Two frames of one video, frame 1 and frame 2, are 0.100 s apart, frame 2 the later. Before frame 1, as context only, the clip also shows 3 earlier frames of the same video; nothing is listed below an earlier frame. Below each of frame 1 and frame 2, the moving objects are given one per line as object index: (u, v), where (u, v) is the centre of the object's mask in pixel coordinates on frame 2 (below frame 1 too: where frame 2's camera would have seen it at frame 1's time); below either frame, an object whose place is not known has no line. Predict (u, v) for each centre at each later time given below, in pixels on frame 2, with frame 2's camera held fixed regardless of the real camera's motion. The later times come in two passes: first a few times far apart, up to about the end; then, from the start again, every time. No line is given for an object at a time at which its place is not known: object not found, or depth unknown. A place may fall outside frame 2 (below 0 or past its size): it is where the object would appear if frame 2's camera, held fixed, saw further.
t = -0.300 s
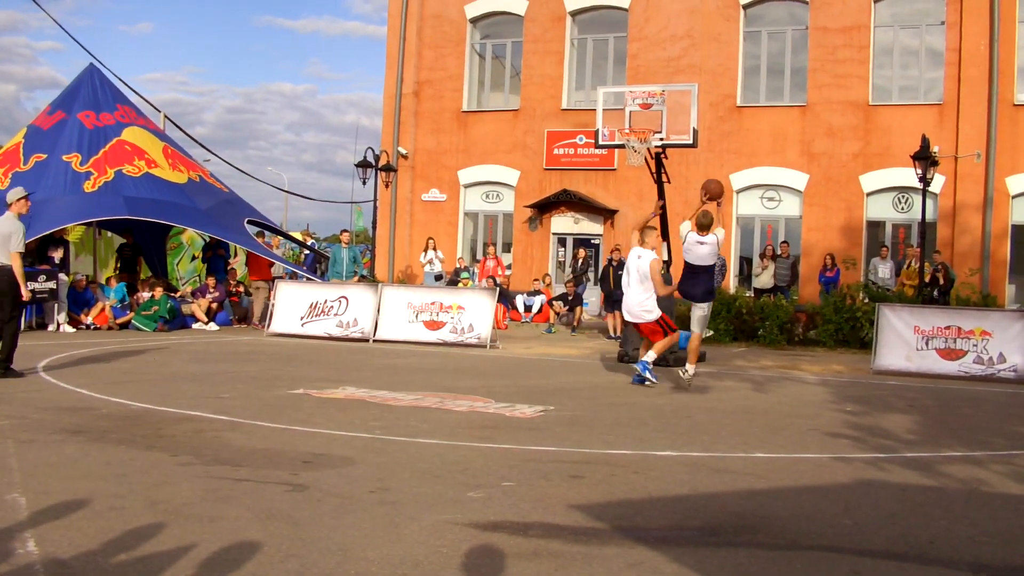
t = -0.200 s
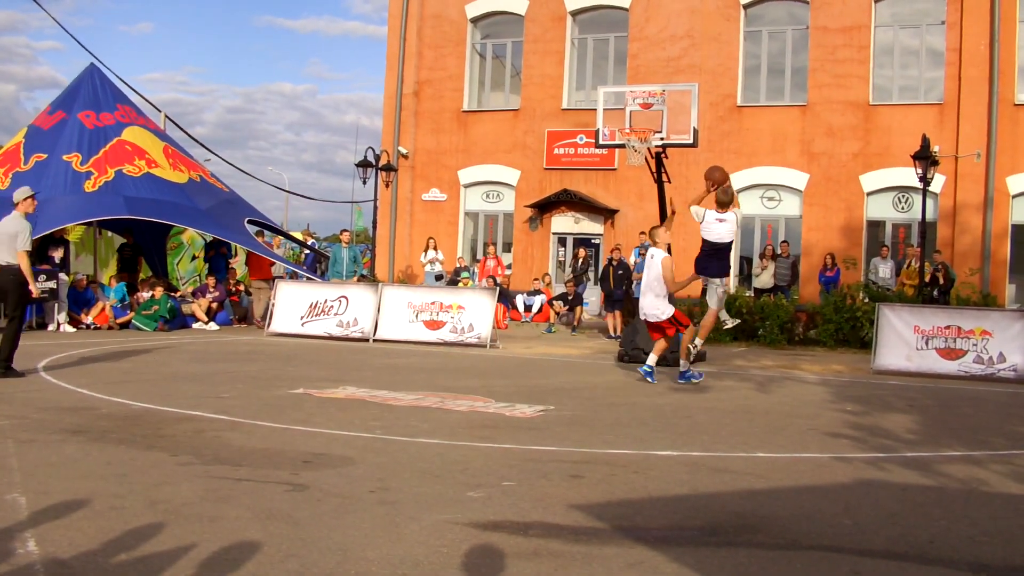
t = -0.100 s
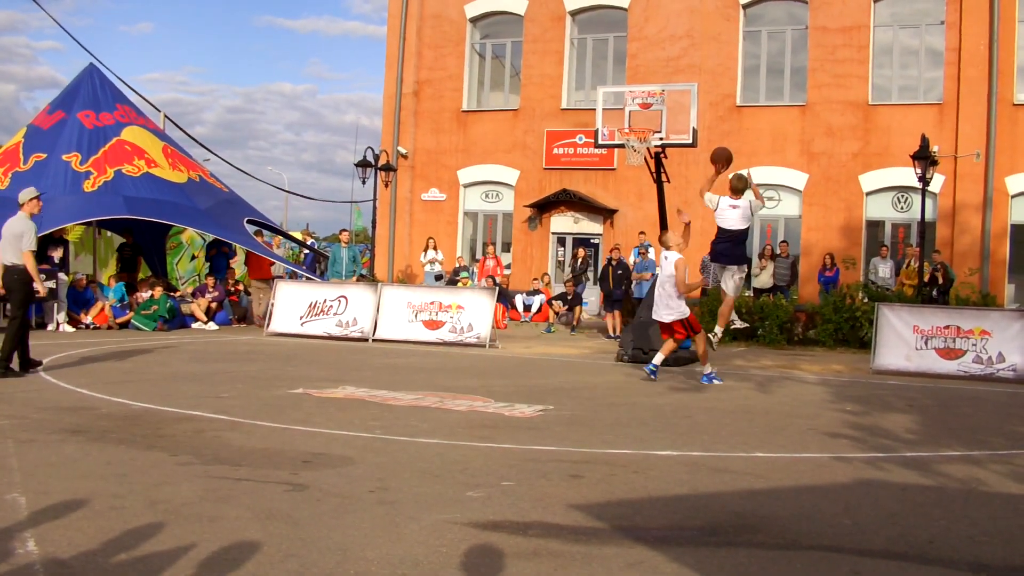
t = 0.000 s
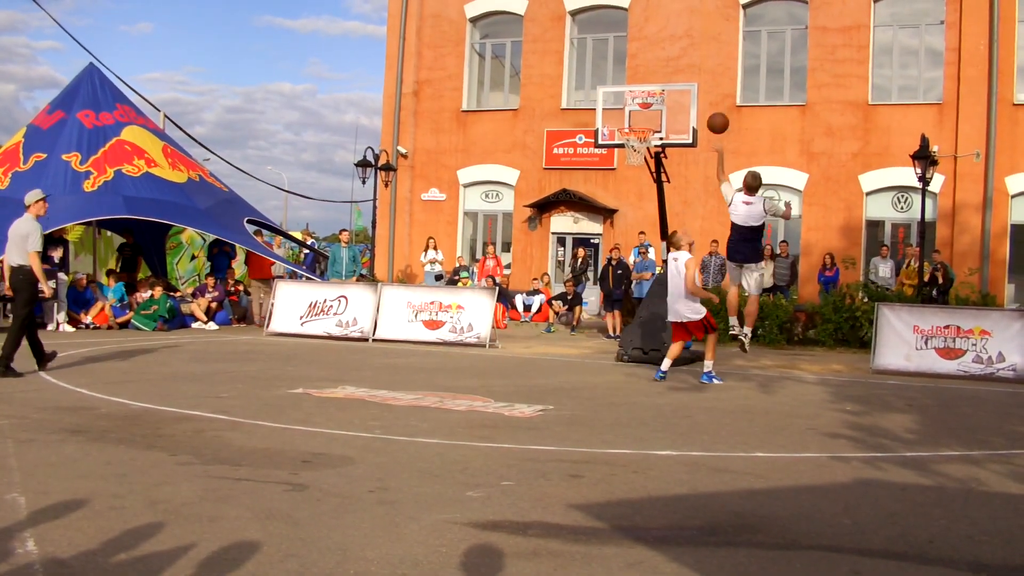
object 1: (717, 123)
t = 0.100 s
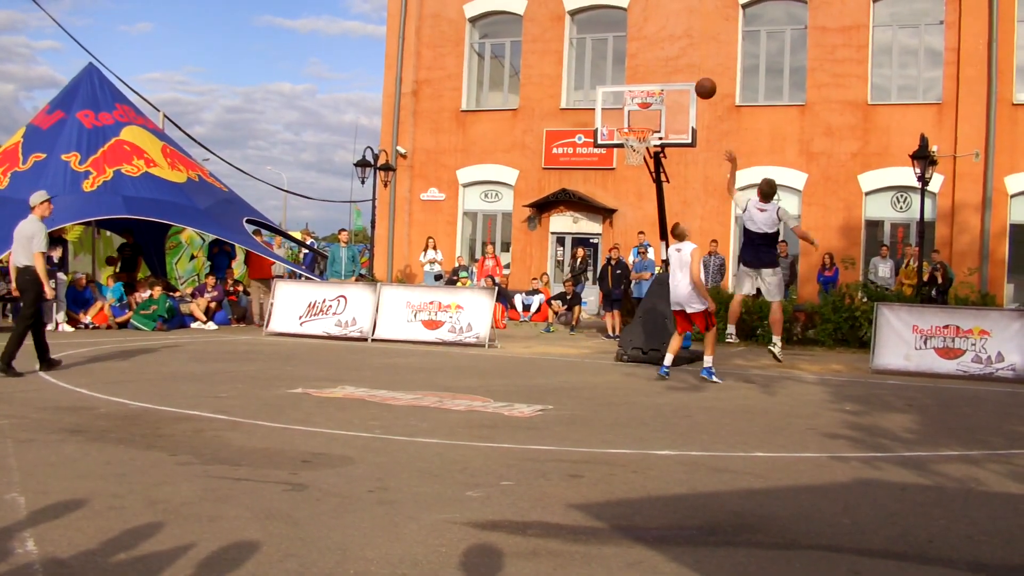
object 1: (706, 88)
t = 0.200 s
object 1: (694, 64)
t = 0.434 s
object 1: (669, 44)
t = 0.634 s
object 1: (648, 61)
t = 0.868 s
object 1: (623, 114)
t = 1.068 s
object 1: (590, 137)
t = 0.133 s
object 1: (702, 79)
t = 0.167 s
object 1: (698, 71)
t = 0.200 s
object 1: (694, 64)
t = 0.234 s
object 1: (691, 58)
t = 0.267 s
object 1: (687, 54)
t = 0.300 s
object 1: (683, 50)
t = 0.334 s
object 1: (680, 47)
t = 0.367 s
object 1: (676, 45)
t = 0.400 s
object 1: (672, 44)
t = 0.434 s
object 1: (669, 44)
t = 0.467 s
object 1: (665, 44)
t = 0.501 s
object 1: (662, 46)
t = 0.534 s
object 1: (658, 49)
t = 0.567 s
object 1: (655, 52)
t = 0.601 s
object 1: (651, 56)
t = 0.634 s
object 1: (648, 61)
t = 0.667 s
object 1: (645, 67)
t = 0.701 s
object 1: (641, 73)
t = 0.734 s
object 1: (638, 81)
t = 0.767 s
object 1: (635, 89)
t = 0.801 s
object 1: (631, 98)
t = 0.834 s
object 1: (628, 108)
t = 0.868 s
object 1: (623, 114)
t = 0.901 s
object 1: (618, 120)
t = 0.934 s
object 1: (613, 125)
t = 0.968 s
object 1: (608, 127)
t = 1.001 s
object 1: (602, 130)
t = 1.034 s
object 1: (596, 133)
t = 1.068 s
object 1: (590, 137)
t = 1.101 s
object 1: (585, 143)
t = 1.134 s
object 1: (579, 148)
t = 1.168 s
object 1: (573, 155)
